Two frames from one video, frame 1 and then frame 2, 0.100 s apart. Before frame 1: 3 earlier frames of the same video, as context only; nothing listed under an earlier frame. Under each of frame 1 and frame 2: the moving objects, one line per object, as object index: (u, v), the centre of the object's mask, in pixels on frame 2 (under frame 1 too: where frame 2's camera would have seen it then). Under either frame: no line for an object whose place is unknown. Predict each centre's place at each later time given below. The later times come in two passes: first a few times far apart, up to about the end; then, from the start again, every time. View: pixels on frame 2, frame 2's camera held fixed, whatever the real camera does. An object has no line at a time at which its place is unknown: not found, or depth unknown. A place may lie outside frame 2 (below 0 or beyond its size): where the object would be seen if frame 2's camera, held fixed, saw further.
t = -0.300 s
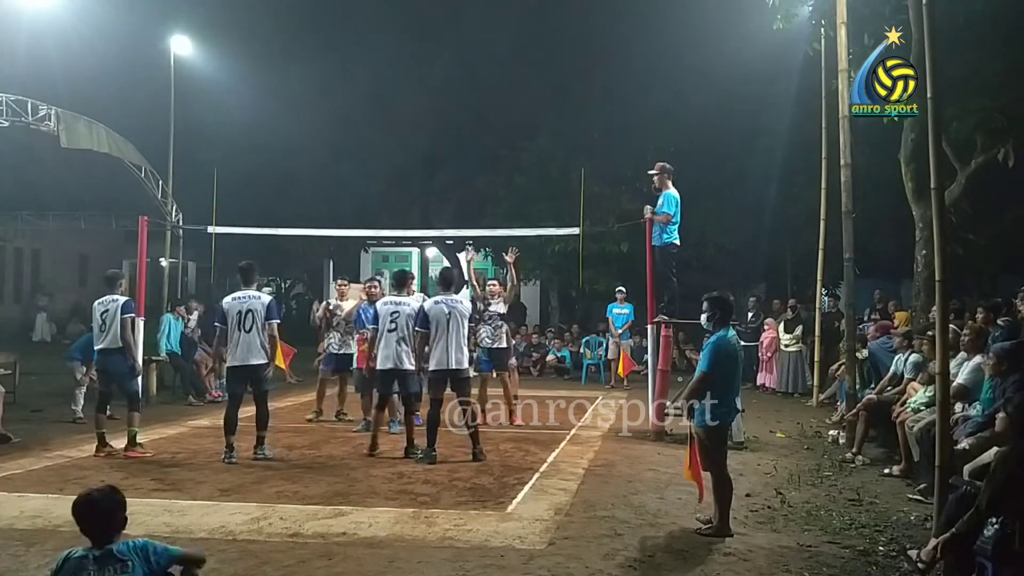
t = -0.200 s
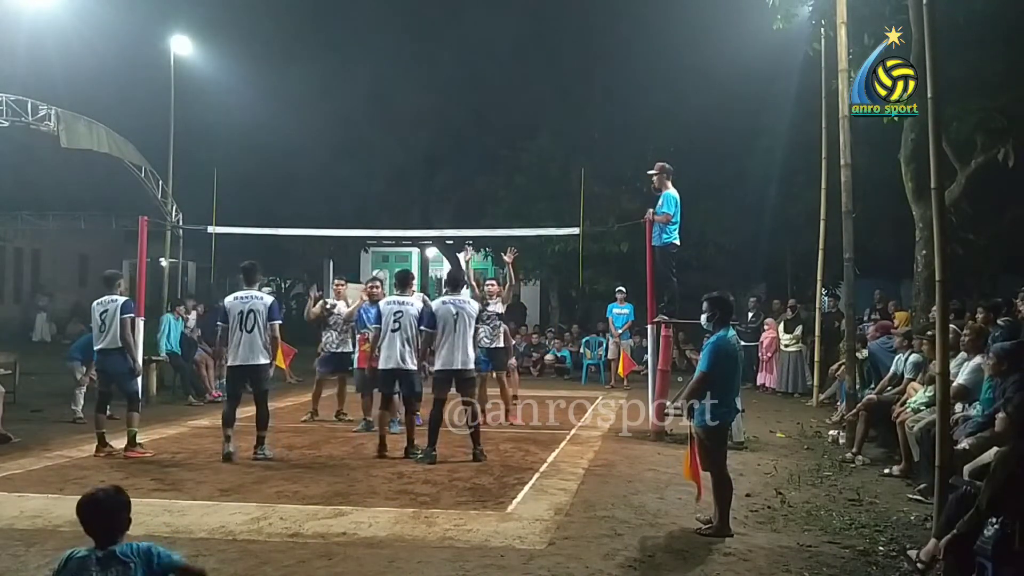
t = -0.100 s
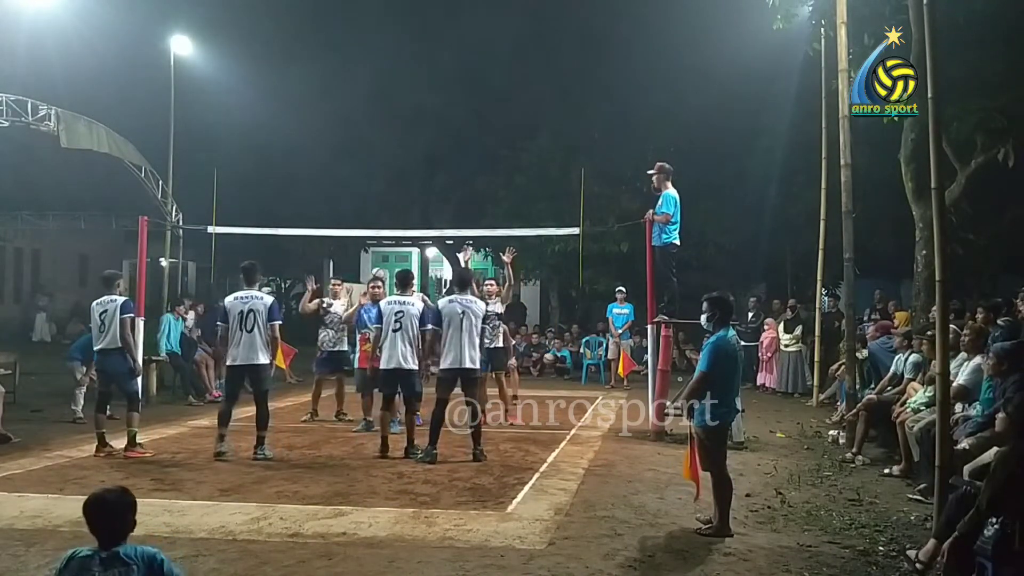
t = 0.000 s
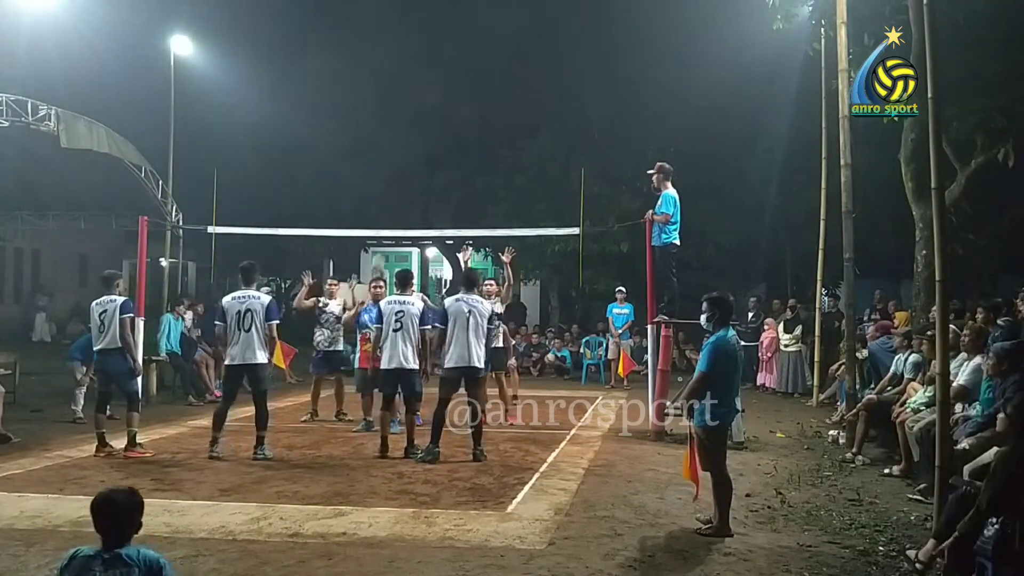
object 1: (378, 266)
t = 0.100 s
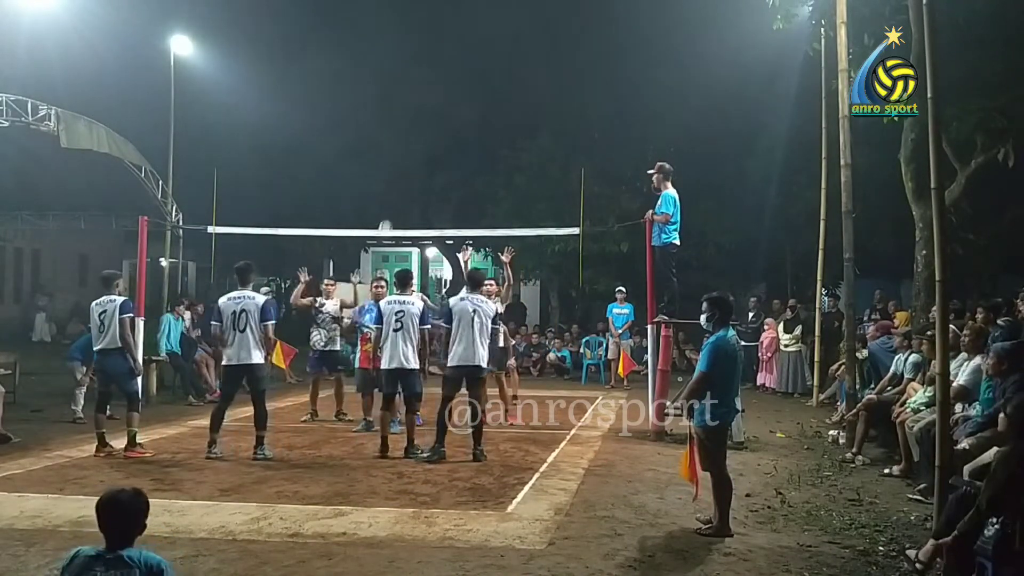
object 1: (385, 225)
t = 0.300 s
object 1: (401, 178)
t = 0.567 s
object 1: (421, 150)
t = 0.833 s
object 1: (439, 178)
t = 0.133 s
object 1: (387, 220)
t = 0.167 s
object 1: (390, 209)
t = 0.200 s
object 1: (393, 200)
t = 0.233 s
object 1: (396, 192)
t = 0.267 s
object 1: (398, 185)
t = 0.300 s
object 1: (401, 178)
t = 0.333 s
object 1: (404, 172)
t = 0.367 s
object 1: (406, 166)
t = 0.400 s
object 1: (409, 161)
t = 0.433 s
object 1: (411, 157)
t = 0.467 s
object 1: (414, 154)
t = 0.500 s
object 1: (416, 152)
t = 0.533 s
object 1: (418, 150)
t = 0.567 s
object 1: (421, 150)
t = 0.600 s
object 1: (423, 150)
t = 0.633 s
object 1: (425, 151)
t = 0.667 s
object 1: (427, 153)
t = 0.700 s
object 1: (430, 156)
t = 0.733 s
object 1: (432, 160)
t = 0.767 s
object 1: (434, 164)
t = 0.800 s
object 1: (437, 171)
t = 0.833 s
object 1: (439, 178)
